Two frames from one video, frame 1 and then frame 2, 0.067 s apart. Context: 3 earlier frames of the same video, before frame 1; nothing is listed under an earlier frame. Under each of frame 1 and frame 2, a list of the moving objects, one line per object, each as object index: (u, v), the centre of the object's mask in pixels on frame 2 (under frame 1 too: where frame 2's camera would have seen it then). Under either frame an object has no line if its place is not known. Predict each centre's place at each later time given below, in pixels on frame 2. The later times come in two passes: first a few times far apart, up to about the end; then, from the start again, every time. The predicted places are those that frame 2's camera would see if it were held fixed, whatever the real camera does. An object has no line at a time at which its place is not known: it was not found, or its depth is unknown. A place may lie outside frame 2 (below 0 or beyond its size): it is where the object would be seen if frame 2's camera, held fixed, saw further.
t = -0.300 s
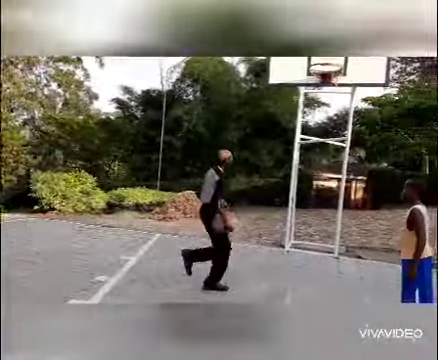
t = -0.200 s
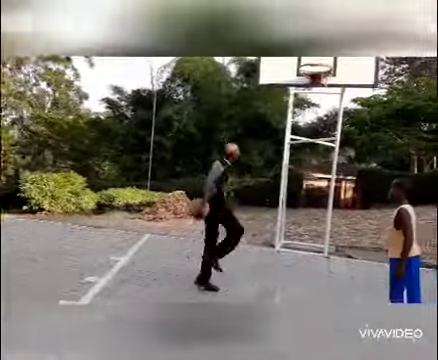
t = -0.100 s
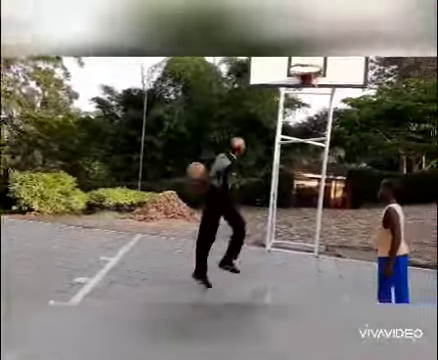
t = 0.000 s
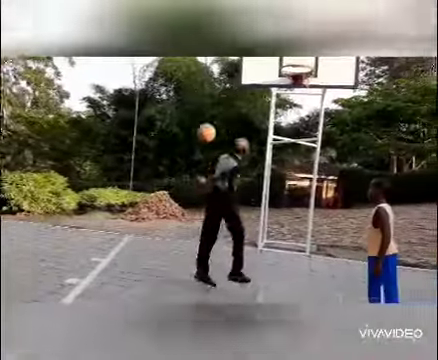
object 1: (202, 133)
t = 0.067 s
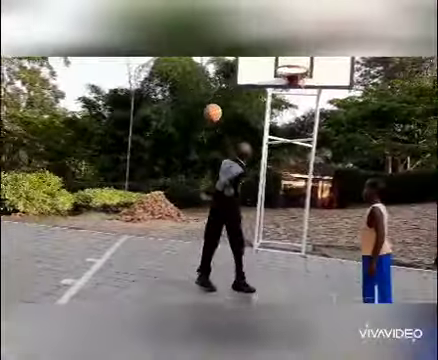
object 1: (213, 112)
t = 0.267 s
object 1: (241, 75)
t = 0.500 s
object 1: (260, 64)
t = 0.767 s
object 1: (272, 87)
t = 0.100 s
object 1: (218, 104)
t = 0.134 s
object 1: (223, 96)
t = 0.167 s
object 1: (228, 89)
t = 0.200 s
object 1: (234, 84)
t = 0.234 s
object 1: (237, 79)
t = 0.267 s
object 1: (241, 75)
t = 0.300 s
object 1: (244, 72)
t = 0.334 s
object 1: (248, 70)
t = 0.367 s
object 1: (252, 69)
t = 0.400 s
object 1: (255, 68)
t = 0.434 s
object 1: (257, 66)
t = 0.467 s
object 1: (258, 65)
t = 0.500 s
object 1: (260, 64)
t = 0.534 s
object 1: (261, 65)
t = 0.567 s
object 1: (262, 65)
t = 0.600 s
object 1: (263, 67)
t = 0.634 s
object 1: (264, 69)
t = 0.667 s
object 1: (266, 72)
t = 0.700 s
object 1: (267, 77)
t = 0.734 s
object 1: (269, 82)
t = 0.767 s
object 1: (272, 87)
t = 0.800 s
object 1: (273, 96)
